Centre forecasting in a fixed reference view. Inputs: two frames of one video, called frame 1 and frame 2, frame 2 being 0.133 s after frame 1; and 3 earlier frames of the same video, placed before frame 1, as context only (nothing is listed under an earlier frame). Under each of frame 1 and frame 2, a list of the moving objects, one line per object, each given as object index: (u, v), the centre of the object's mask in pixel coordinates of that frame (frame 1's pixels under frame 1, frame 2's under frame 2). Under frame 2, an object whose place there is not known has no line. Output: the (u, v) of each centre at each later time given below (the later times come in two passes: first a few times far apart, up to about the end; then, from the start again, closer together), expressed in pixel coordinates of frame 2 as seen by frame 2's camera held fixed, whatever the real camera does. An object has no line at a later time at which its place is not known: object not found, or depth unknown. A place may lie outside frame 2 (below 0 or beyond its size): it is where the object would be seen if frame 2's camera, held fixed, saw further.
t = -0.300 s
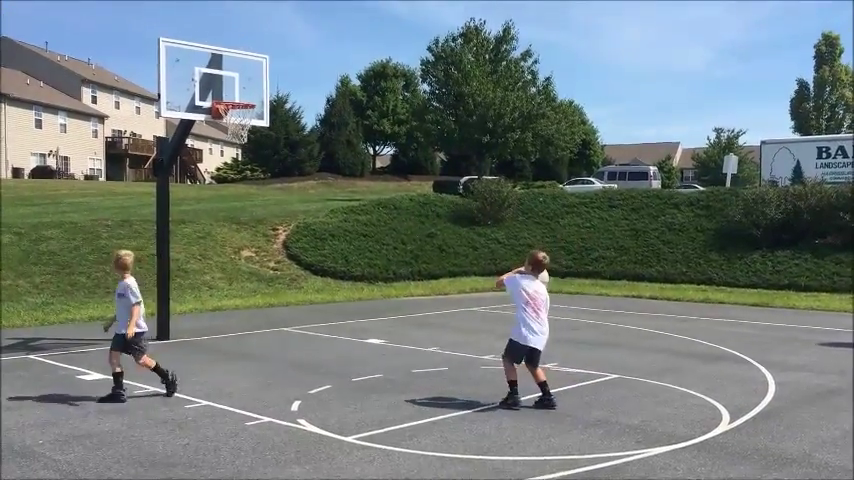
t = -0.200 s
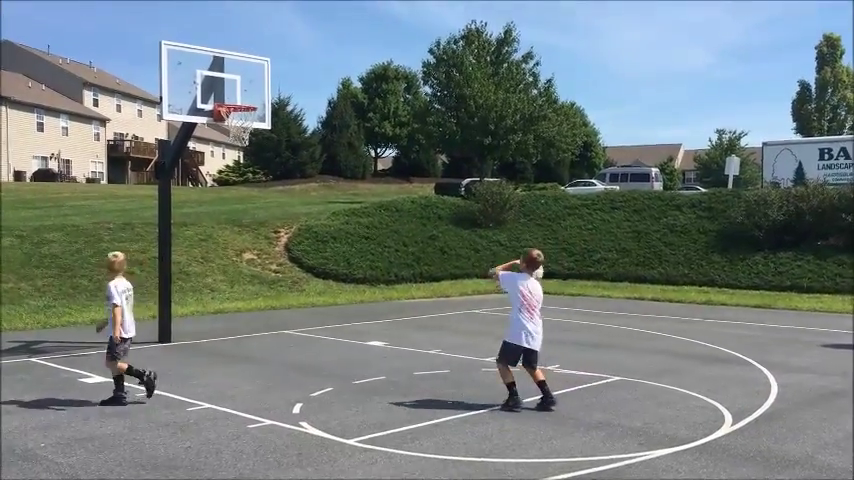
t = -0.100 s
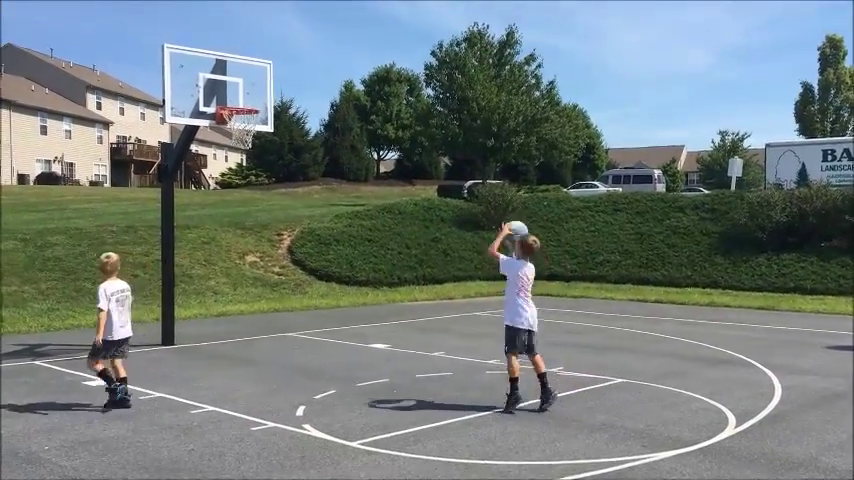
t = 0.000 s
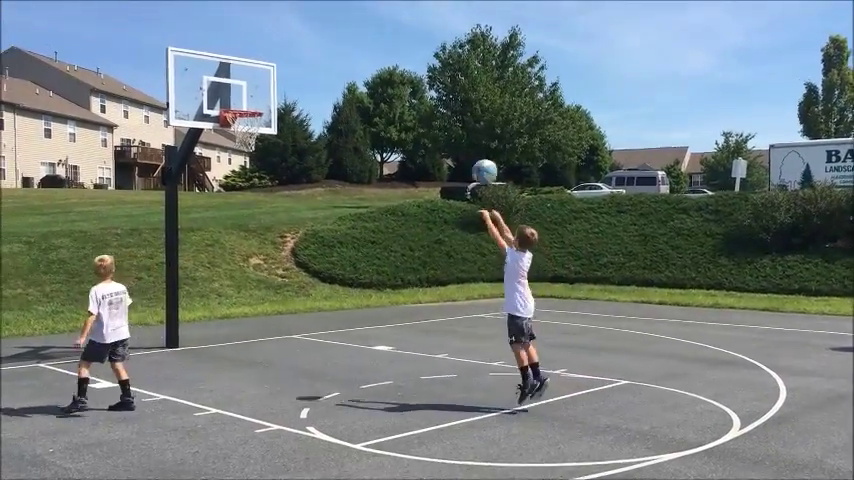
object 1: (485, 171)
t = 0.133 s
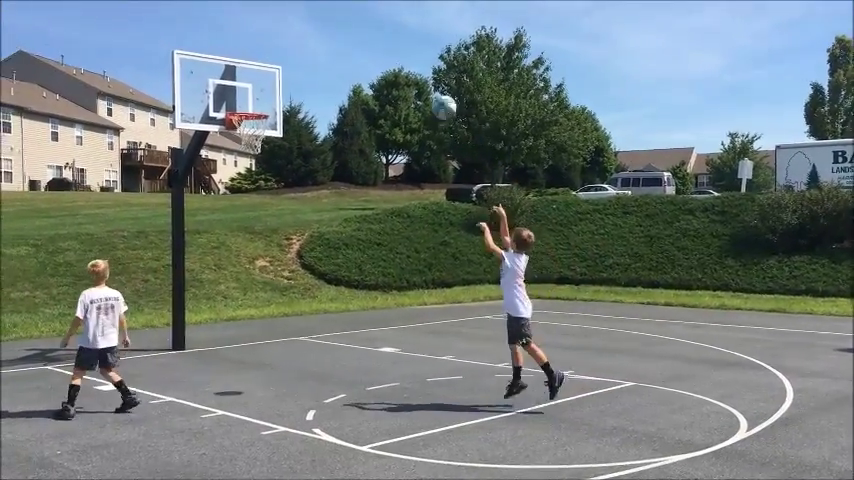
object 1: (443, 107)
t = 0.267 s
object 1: (402, 64)
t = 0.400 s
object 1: (365, 41)
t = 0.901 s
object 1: (254, 96)
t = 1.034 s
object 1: (248, 114)
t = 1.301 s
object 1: (240, 129)
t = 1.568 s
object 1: (251, 145)
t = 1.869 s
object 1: (264, 233)
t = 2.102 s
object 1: (276, 348)
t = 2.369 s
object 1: (284, 257)
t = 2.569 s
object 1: (292, 216)
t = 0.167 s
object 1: (433, 94)
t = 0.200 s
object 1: (423, 85)
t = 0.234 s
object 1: (413, 71)
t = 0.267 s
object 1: (402, 64)
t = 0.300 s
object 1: (393, 57)
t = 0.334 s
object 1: (383, 50)
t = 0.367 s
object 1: (374, 45)
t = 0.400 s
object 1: (365, 41)
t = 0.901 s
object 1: (254, 96)
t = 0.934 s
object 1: (249, 106)
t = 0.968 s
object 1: (249, 113)
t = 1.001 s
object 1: (248, 113)
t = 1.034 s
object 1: (248, 114)
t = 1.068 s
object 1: (250, 119)
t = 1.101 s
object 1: (249, 122)
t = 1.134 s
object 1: (246, 123)
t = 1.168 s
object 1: (244, 127)
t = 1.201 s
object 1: (242, 129)
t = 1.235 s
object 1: (244, 129)
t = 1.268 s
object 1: (239, 129)
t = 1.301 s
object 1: (240, 129)
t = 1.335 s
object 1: (240, 128)
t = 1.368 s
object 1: (243, 128)
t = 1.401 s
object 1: (243, 130)
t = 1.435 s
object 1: (244, 130)
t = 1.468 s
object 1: (247, 133)
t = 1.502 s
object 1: (247, 136)
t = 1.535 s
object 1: (251, 142)
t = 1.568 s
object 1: (251, 145)
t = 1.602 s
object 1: (252, 152)
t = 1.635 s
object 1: (254, 159)
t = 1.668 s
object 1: (255, 167)
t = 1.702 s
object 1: (257, 176)
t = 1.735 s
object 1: (258, 186)
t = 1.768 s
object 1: (259, 196)
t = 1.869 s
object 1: (264, 233)
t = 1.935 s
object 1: (268, 262)
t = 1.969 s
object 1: (270, 276)
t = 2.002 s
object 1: (272, 293)
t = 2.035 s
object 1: (273, 311)
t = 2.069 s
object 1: (274, 329)
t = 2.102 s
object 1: (276, 348)
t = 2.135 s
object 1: (277, 347)
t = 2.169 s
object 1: (278, 331)
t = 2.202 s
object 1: (279, 317)
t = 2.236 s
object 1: (280, 303)
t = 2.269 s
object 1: (281, 290)
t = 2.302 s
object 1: (283, 278)
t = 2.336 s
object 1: (283, 267)
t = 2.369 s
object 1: (284, 257)
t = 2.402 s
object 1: (287, 247)
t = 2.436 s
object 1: (287, 240)
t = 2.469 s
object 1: (288, 232)
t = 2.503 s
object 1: (290, 226)
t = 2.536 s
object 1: (291, 220)
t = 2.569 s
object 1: (292, 216)
